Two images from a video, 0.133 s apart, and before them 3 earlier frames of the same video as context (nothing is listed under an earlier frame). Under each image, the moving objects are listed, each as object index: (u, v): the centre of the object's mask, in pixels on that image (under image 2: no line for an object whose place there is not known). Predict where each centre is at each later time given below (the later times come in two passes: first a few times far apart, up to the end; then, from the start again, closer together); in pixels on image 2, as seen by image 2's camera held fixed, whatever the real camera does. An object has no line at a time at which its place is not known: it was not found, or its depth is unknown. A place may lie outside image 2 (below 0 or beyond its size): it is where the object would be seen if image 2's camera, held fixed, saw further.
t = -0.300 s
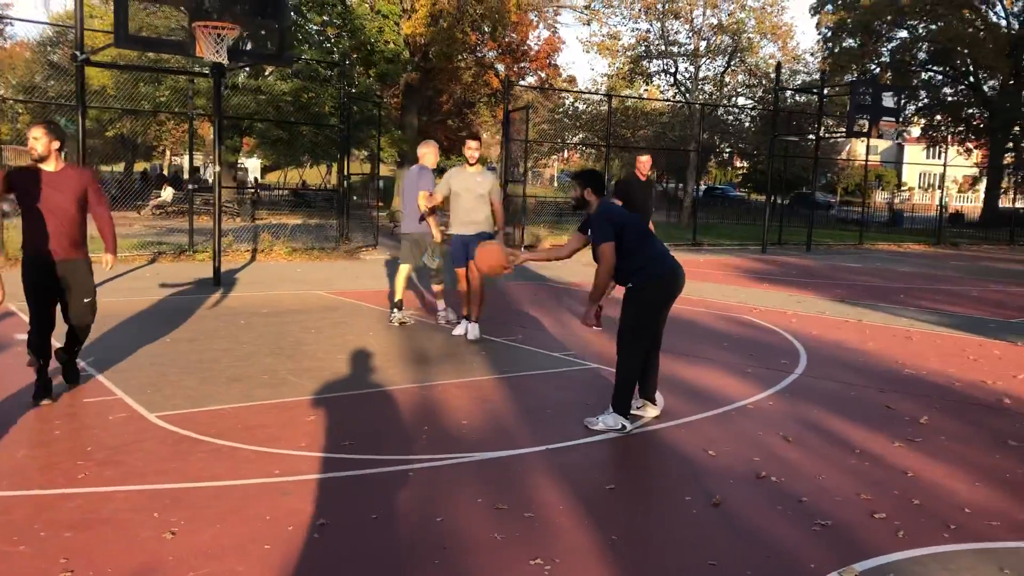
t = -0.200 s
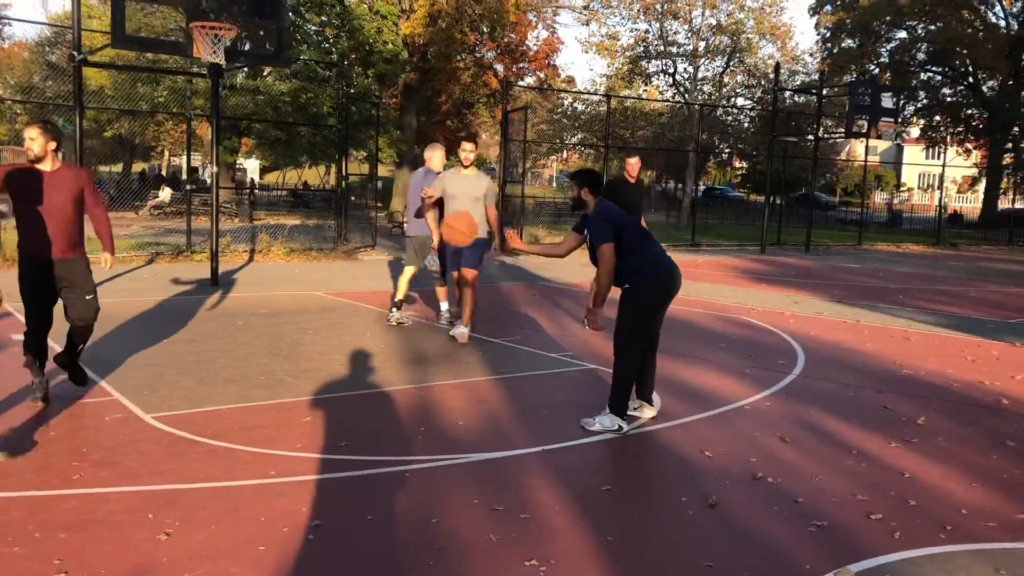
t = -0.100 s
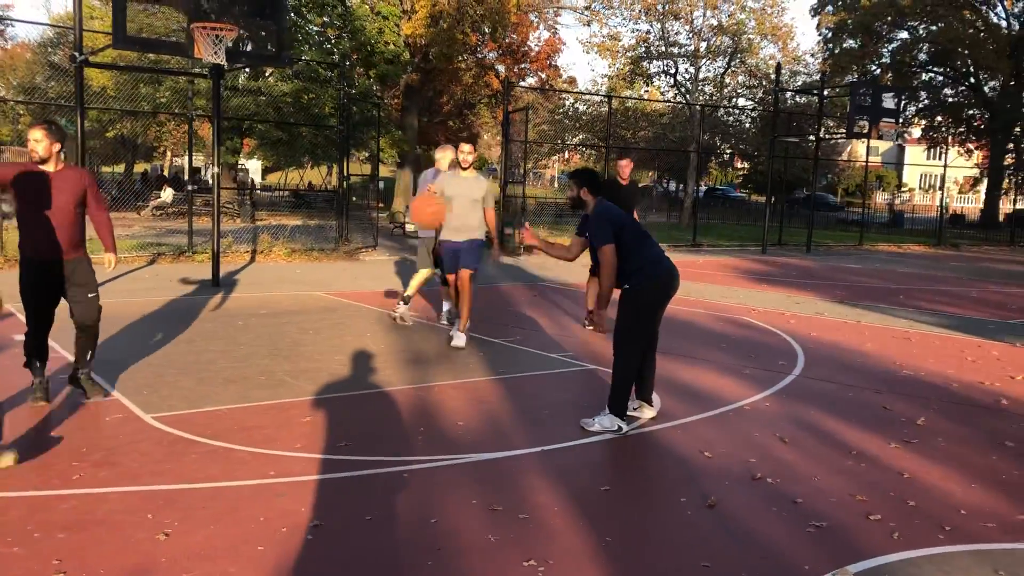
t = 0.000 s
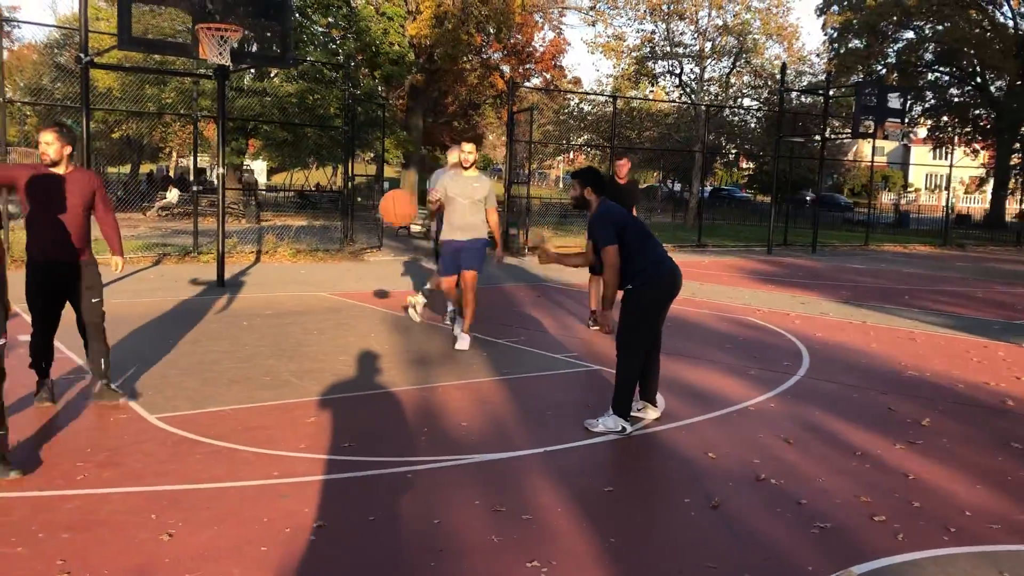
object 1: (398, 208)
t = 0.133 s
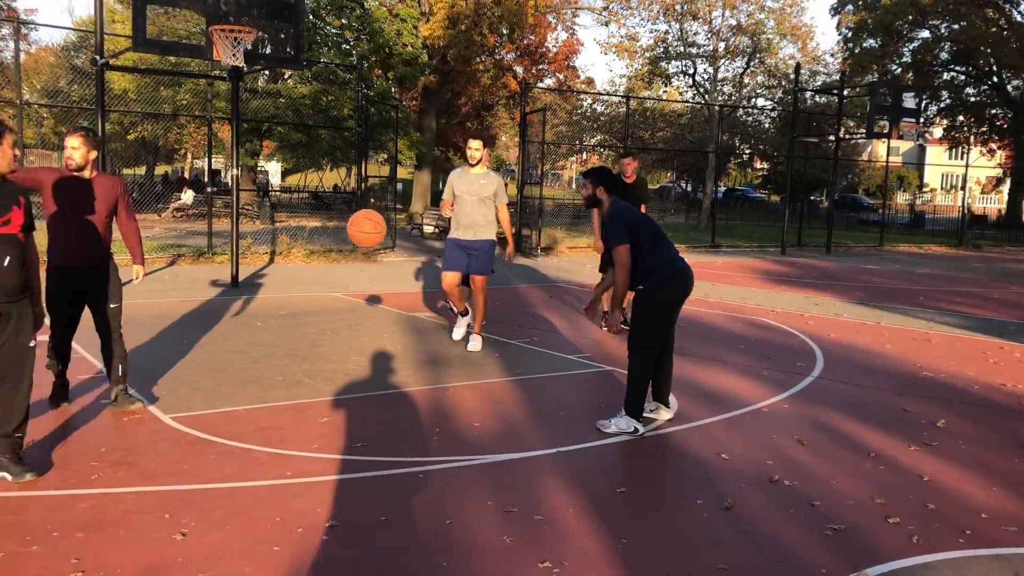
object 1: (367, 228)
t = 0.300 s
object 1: (310, 294)
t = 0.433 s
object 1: (265, 376)
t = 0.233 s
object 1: (333, 261)
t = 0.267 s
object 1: (322, 277)
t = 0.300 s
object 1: (310, 294)
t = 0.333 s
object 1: (299, 311)
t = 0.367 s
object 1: (287, 331)
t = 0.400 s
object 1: (276, 352)
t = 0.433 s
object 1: (265, 376)
